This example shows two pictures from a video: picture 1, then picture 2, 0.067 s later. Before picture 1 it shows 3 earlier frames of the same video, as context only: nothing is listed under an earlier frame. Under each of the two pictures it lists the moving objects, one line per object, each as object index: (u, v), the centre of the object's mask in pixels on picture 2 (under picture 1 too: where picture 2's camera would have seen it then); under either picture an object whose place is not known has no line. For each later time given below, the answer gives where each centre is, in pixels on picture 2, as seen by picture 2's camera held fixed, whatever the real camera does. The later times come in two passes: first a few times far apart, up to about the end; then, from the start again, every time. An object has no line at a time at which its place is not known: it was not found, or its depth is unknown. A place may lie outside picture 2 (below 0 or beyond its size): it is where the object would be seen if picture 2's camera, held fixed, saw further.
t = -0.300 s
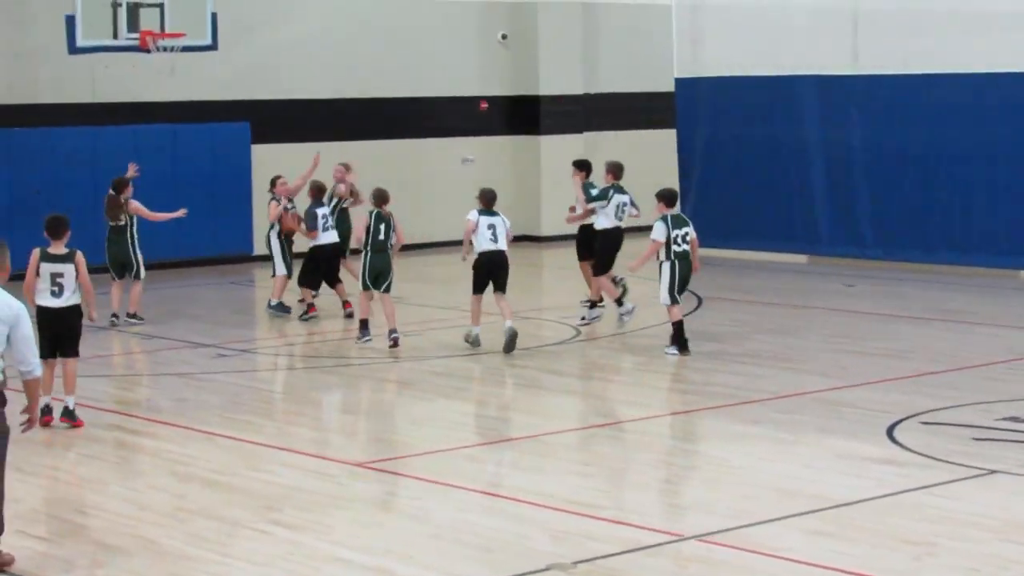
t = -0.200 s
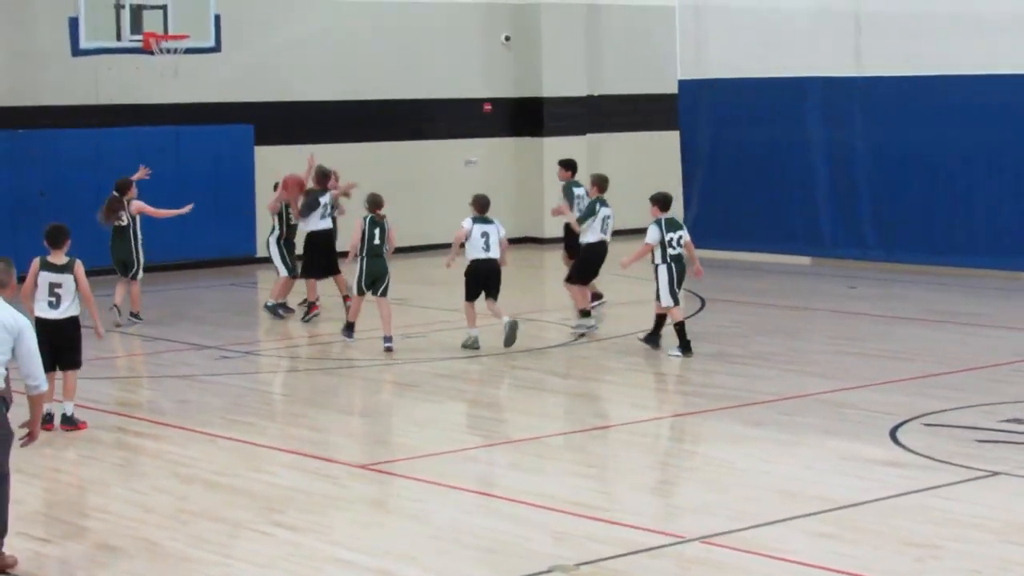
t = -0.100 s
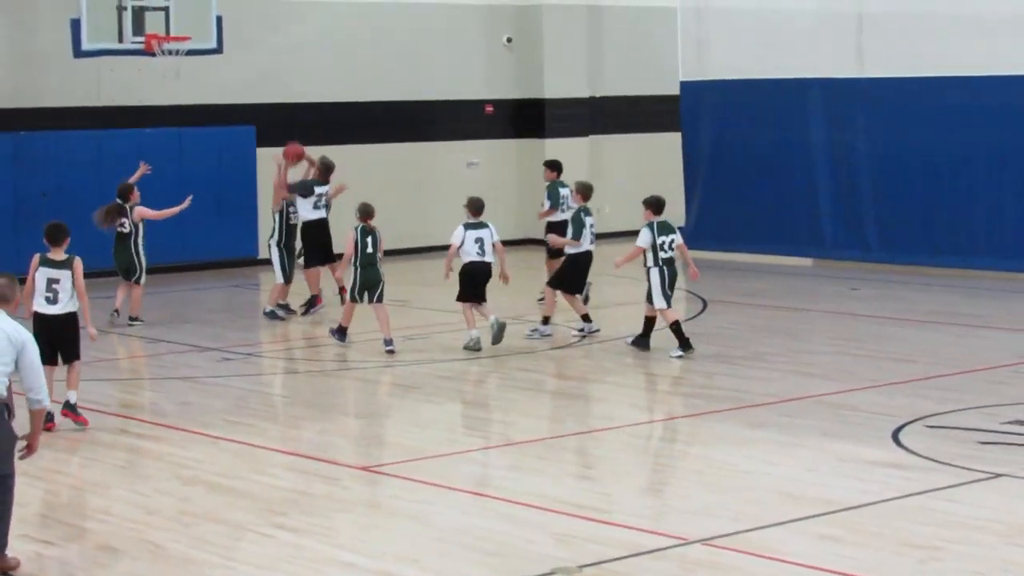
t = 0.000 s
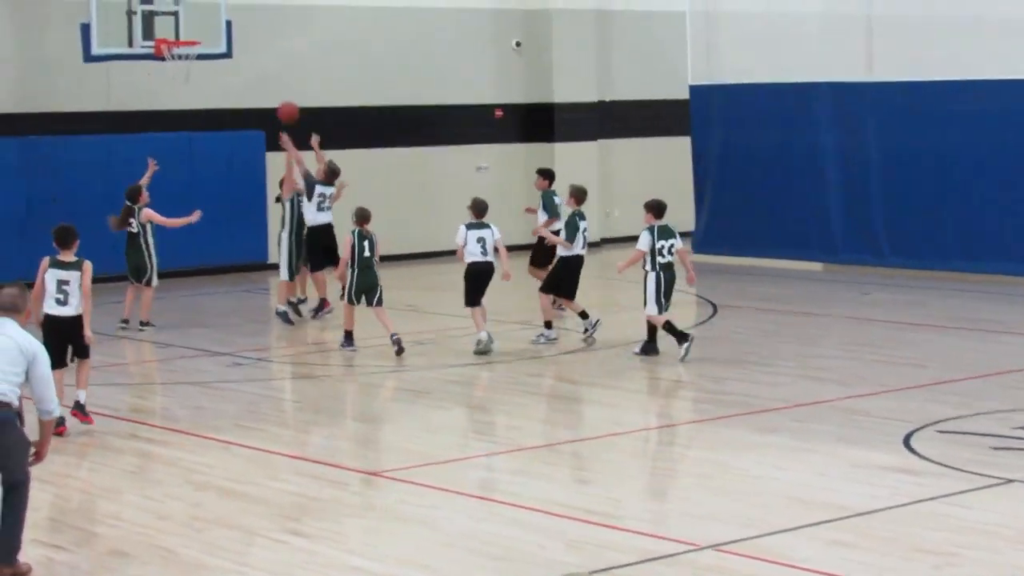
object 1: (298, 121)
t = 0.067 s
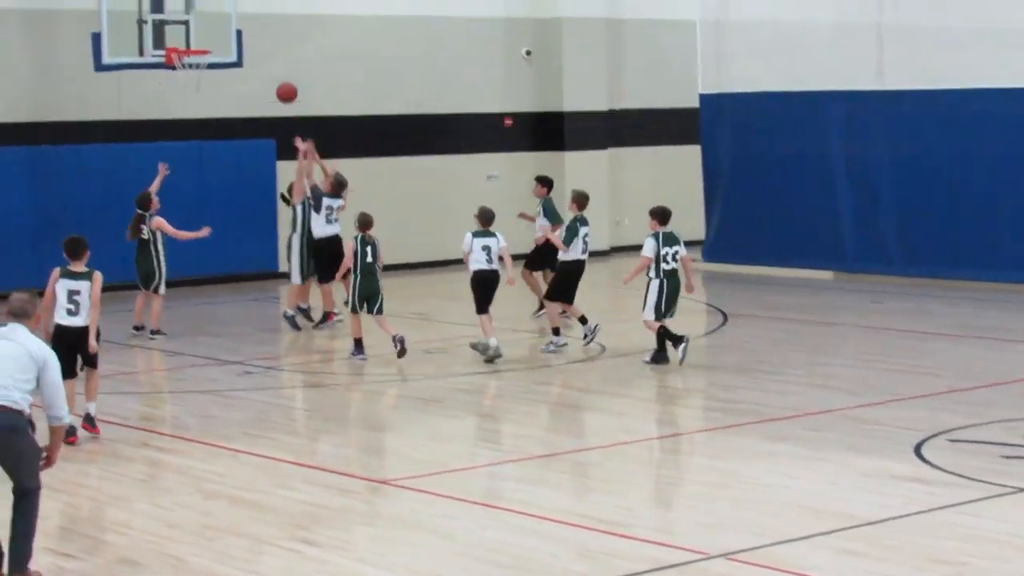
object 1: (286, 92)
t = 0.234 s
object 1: (258, 41)
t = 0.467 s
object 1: (223, 14)
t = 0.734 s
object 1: (206, 39)
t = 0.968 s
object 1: (253, 41)
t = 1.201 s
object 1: (302, 85)
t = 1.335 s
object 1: (329, 130)
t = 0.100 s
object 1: (280, 80)
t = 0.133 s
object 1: (275, 68)
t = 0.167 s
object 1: (269, 58)
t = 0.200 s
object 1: (264, 49)
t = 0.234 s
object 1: (258, 41)
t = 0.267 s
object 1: (253, 34)
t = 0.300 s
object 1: (248, 28)
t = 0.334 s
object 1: (243, 23)
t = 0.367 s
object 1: (238, 20)
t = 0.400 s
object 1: (233, 17)
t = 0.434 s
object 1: (228, 15)
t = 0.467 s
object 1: (223, 14)
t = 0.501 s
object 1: (218, 14)
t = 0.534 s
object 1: (214, 15)
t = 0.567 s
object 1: (210, 17)
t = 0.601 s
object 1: (205, 20)
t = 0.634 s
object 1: (200, 24)
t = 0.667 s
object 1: (196, 29)
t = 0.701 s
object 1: (201, 33)
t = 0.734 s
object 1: (206, 39)
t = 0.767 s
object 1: (211, 41)
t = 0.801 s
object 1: (218, 39)
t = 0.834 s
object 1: (224, 37)
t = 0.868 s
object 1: (231, 37)
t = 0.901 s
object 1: (239, 37)
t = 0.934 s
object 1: (245, 39)
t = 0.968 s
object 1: (253, 41)
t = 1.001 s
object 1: (259, 45)
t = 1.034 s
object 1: (266, 49)
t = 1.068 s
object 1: (273, 54)
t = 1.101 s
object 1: (280, 61)
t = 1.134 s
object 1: (288, 68)
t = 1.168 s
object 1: (295, 76)
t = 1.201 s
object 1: (302, 85)
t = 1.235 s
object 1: (308, 95)
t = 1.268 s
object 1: (315, 106)
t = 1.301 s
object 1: (322, 119)
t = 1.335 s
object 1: (329, 130)
